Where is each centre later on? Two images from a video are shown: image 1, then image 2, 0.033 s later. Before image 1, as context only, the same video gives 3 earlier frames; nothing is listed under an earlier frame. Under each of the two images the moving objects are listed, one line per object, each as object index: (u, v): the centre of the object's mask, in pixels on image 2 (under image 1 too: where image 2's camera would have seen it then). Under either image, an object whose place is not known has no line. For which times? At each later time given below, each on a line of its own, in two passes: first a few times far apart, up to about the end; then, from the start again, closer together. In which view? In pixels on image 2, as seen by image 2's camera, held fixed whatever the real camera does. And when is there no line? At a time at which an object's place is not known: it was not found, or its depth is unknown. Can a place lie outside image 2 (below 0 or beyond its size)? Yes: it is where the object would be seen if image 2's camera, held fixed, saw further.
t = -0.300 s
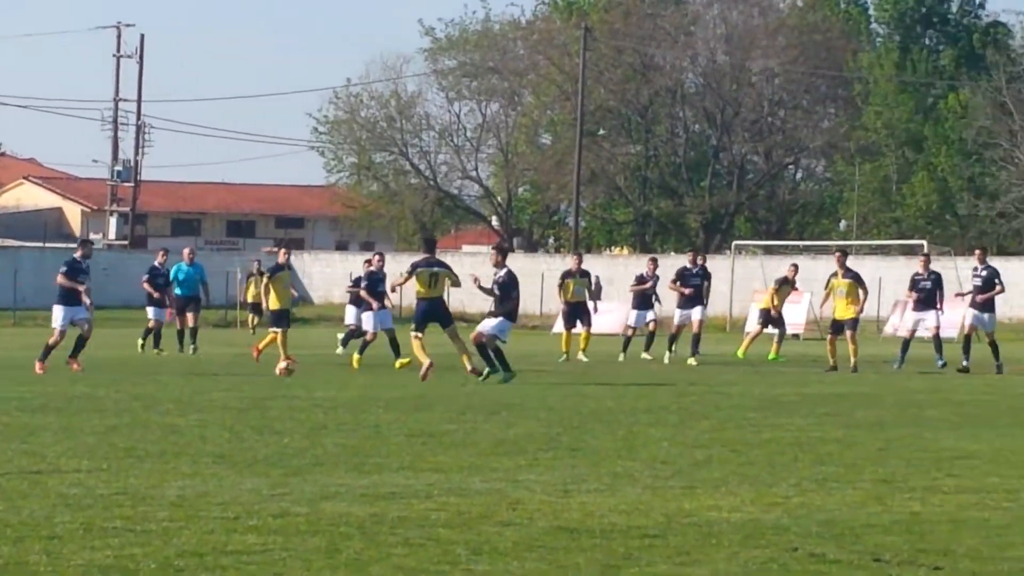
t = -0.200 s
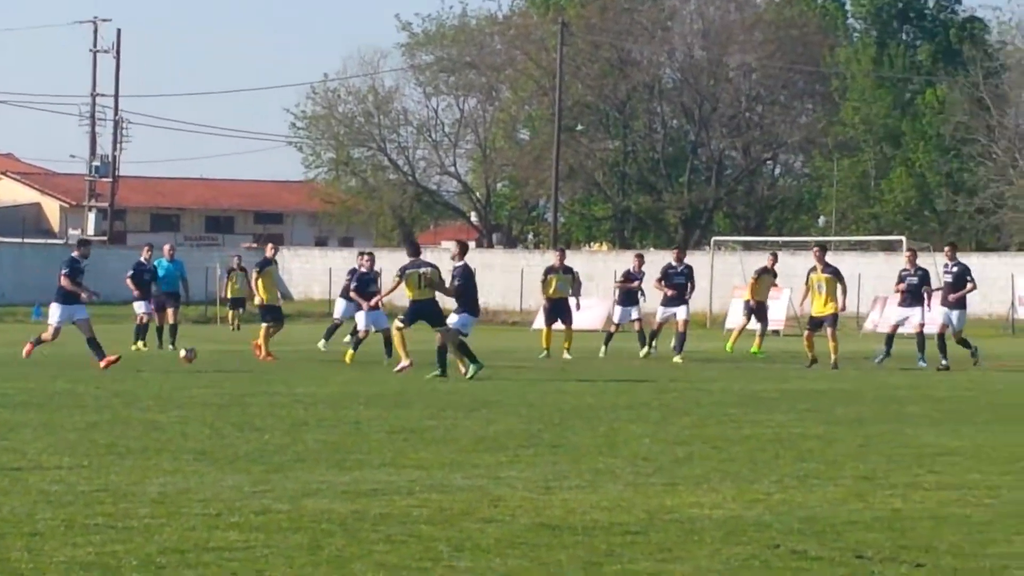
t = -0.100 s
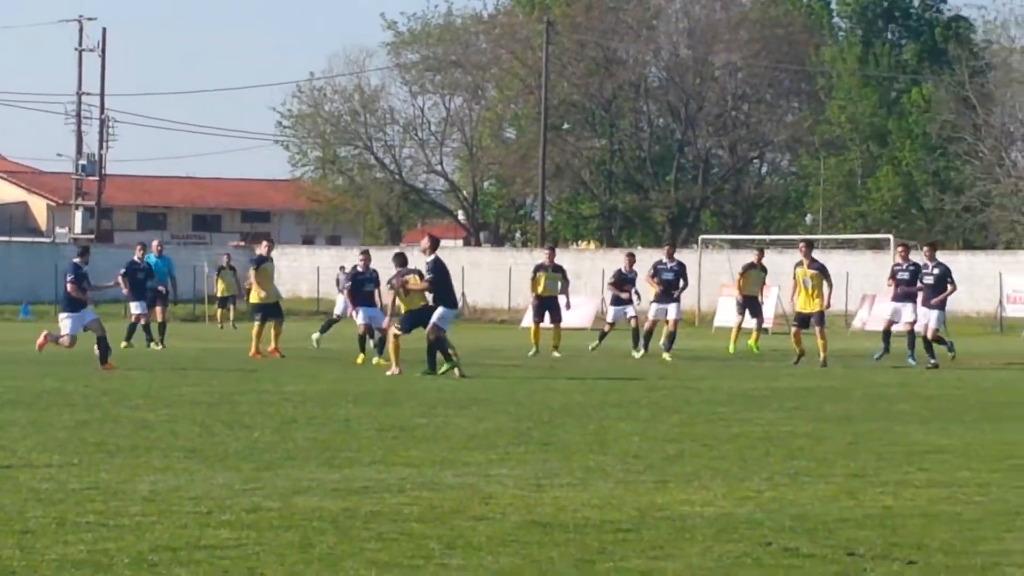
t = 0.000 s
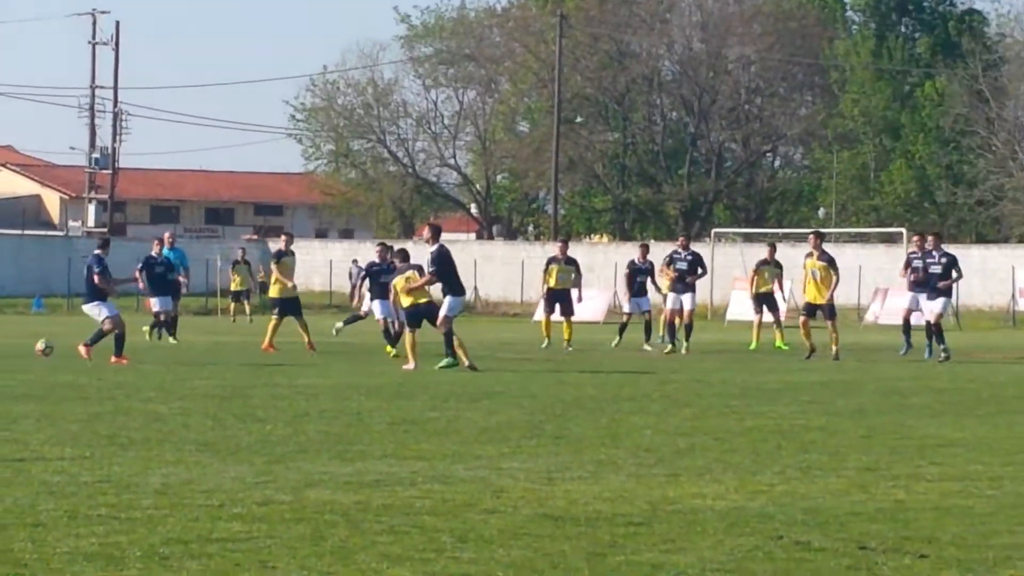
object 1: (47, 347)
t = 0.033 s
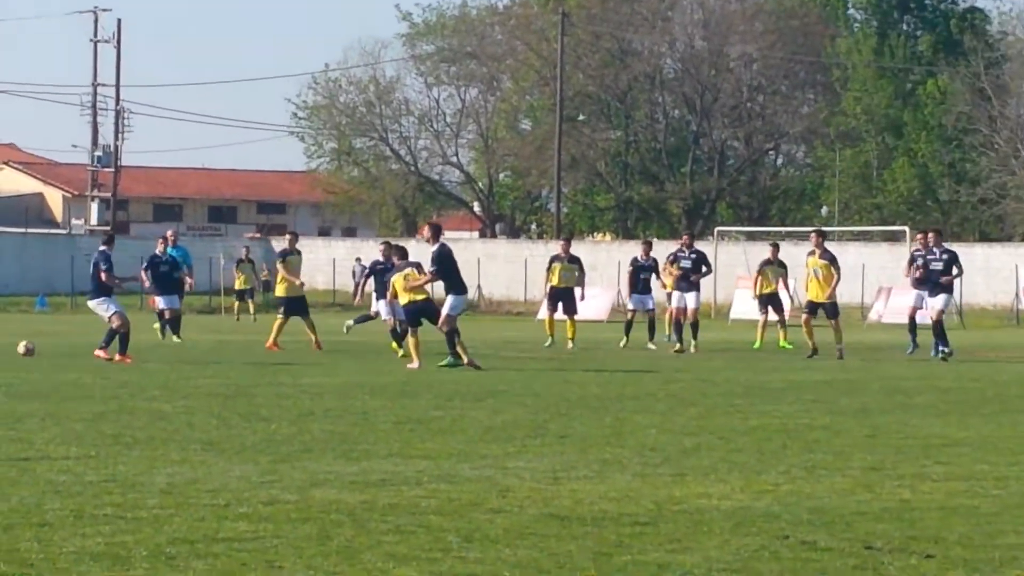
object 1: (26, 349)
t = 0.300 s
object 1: (-120, 343)
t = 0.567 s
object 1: (-239, 346)
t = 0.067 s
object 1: (8, 345)
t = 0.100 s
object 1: (-10, 341)
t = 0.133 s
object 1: (-29, 339)
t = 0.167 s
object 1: (-48, 339)
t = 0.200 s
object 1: (-66, 338)
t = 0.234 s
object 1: (-83, 339)
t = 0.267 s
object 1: (-101, 341)
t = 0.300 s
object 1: (-120, 343)
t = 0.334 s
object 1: (-137, 345)
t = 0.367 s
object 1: (-152, 344)
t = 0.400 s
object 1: (-167, 344)
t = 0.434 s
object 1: (-182, 345)
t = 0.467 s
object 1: (-196, 346)
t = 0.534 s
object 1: (-224, 345)
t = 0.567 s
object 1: (-239, 346)
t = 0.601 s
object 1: (-252, 347)
